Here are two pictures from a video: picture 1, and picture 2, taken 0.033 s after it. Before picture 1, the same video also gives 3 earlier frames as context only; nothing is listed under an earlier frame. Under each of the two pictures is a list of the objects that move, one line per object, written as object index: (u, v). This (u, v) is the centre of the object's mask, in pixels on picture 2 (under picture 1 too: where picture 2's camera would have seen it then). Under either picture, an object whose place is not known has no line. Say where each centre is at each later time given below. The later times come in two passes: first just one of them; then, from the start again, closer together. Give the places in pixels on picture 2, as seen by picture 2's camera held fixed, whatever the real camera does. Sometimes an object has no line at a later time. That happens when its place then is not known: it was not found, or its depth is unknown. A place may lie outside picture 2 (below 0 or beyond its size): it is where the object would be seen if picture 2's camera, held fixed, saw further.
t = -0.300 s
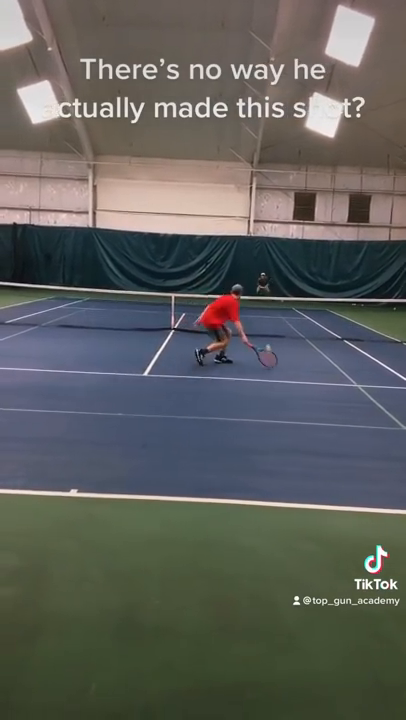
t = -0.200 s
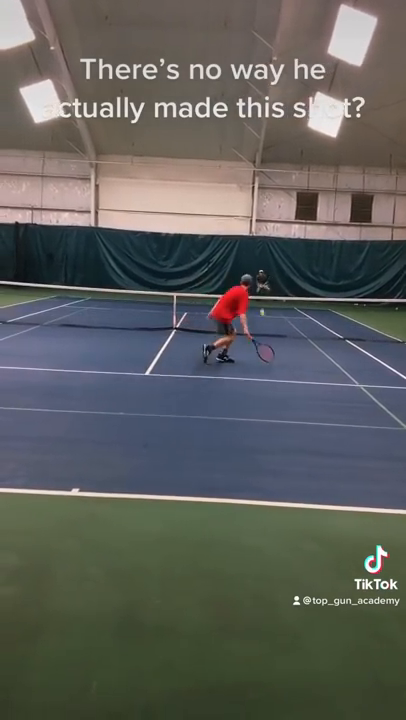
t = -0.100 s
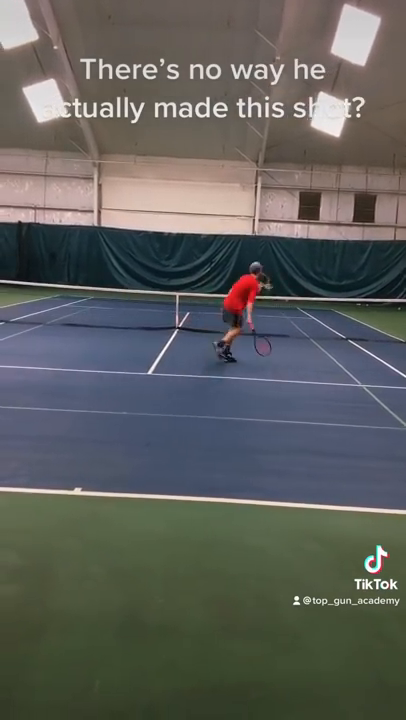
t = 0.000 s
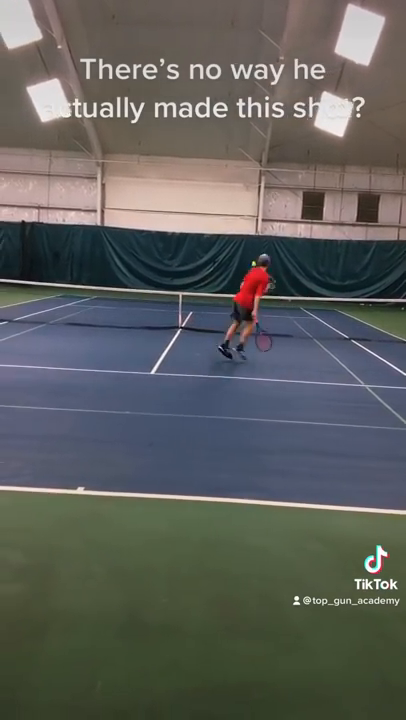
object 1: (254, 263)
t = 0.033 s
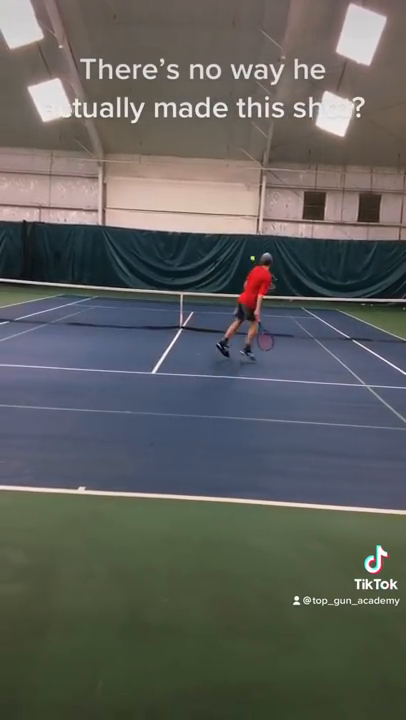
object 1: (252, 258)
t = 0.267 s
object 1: (237, 238)
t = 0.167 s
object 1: (243, 243)
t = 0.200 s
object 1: (241, 241)
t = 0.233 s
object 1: (239, 239)
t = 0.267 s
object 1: (237, 238)
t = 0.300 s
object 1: (235, 238)
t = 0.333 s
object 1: (233, 238)
